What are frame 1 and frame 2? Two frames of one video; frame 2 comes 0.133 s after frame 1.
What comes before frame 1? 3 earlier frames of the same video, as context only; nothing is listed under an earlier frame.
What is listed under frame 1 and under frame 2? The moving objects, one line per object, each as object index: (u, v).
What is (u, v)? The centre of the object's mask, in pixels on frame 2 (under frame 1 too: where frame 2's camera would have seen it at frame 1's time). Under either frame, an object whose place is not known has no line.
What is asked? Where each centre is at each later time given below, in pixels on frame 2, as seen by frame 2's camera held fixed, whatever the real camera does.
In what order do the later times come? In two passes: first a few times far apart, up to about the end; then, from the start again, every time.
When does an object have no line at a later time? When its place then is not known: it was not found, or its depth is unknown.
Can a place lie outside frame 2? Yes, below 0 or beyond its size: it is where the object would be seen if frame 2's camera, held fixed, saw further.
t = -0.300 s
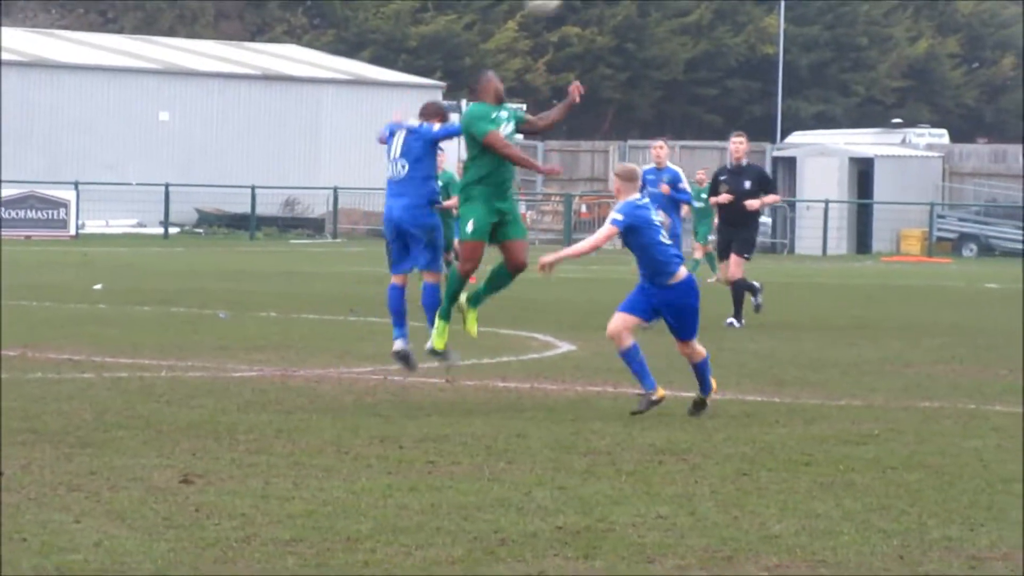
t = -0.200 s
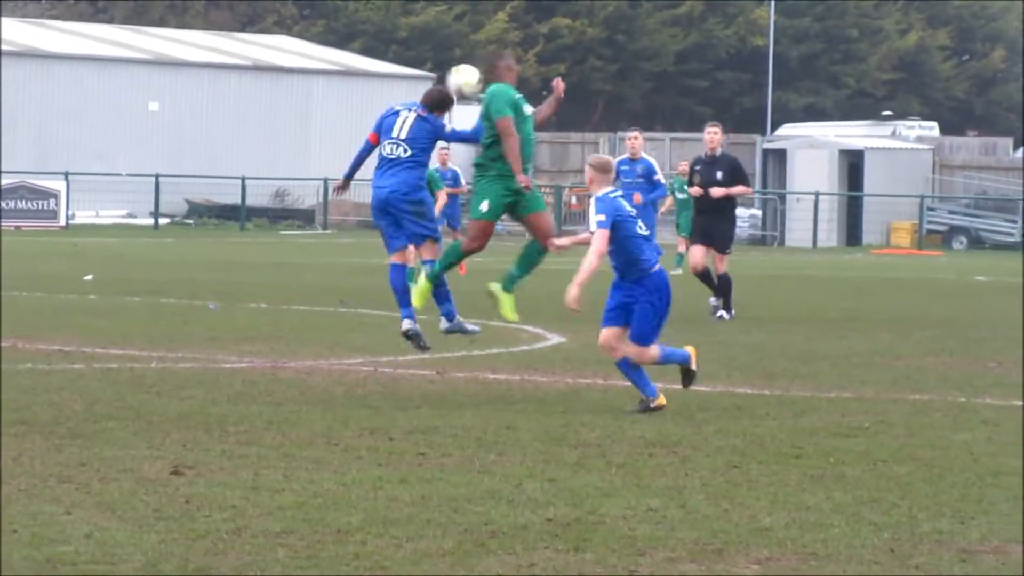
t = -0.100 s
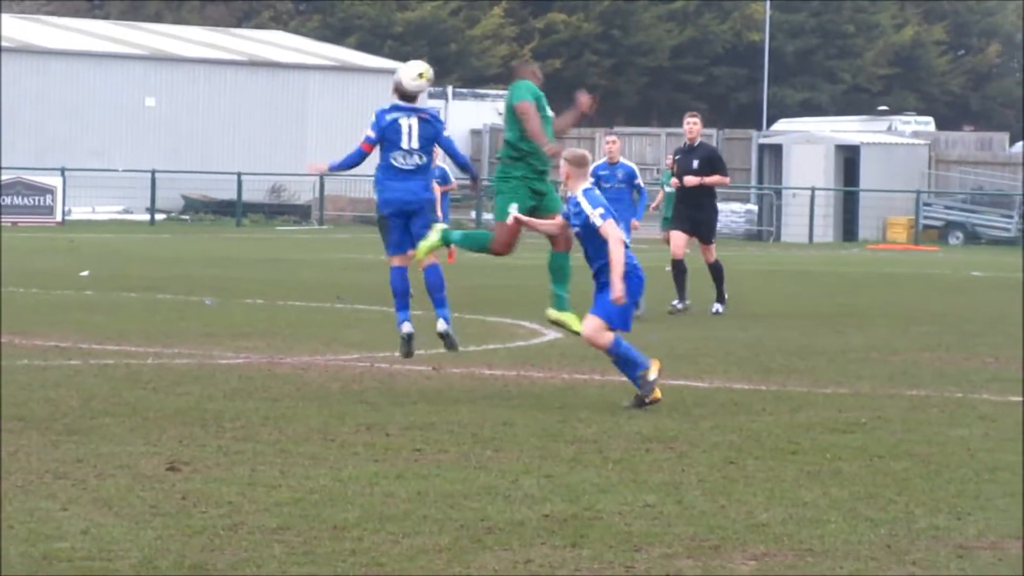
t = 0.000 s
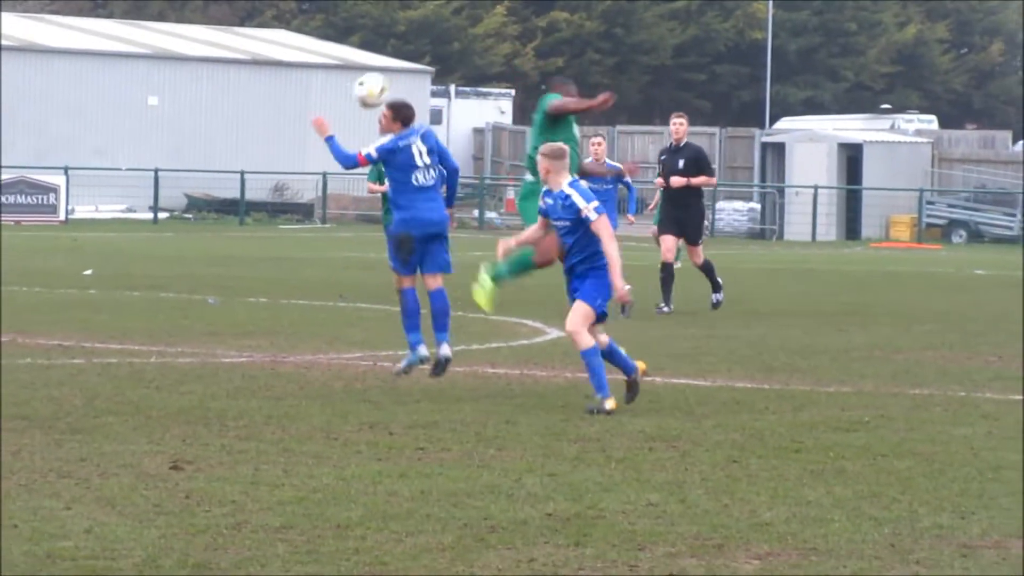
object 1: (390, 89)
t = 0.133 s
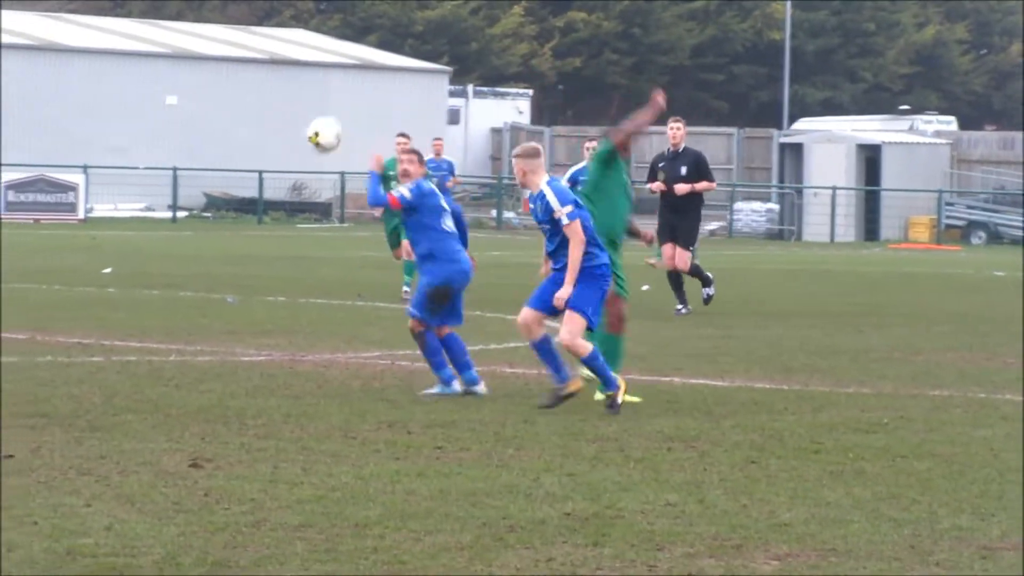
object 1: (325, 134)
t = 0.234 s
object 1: (276, 185)
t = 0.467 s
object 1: (157, 370)
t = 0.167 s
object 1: (308, 149)
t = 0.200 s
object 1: (292, 167)
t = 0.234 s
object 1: (276, 185)
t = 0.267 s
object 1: (258, 206)
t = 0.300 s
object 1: (242, 228)
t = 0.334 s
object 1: (224, 252)
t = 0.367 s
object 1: (208, 277)
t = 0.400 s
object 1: (192, 308)
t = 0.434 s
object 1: (175, 337)
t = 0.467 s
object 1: (157, 370)
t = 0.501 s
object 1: (149, 371)
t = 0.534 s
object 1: (148, 350)
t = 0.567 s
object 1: (147, 330)
